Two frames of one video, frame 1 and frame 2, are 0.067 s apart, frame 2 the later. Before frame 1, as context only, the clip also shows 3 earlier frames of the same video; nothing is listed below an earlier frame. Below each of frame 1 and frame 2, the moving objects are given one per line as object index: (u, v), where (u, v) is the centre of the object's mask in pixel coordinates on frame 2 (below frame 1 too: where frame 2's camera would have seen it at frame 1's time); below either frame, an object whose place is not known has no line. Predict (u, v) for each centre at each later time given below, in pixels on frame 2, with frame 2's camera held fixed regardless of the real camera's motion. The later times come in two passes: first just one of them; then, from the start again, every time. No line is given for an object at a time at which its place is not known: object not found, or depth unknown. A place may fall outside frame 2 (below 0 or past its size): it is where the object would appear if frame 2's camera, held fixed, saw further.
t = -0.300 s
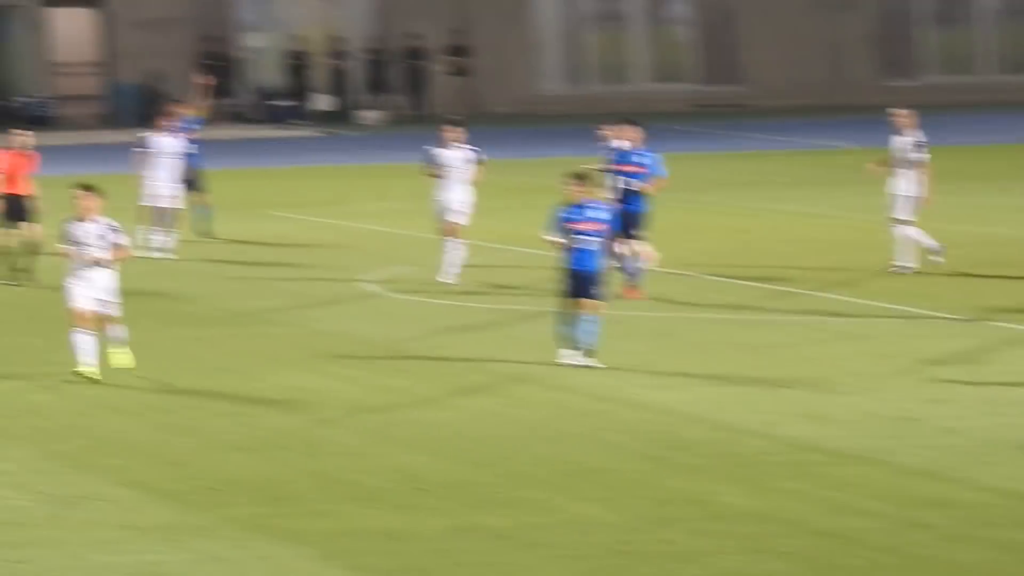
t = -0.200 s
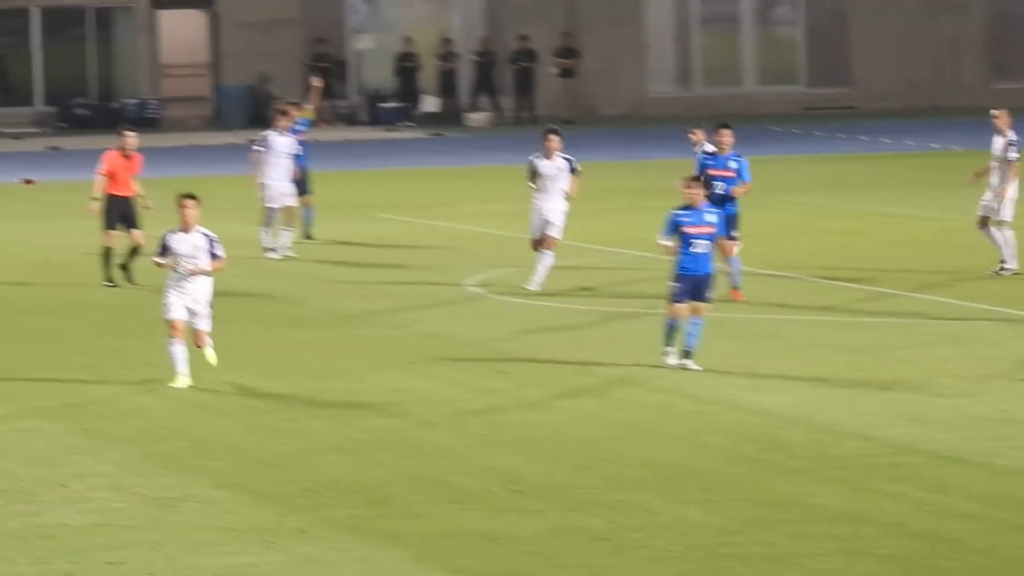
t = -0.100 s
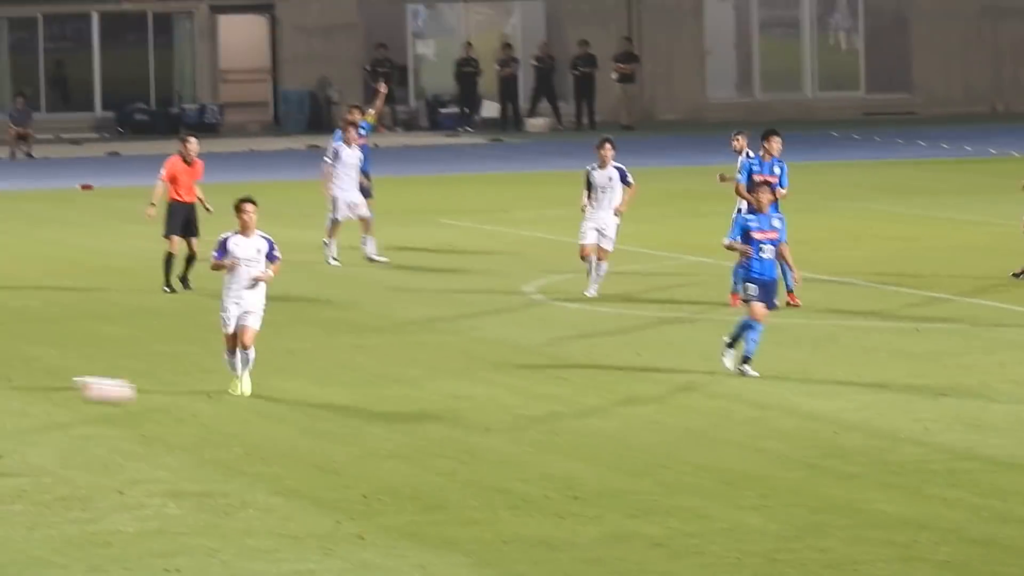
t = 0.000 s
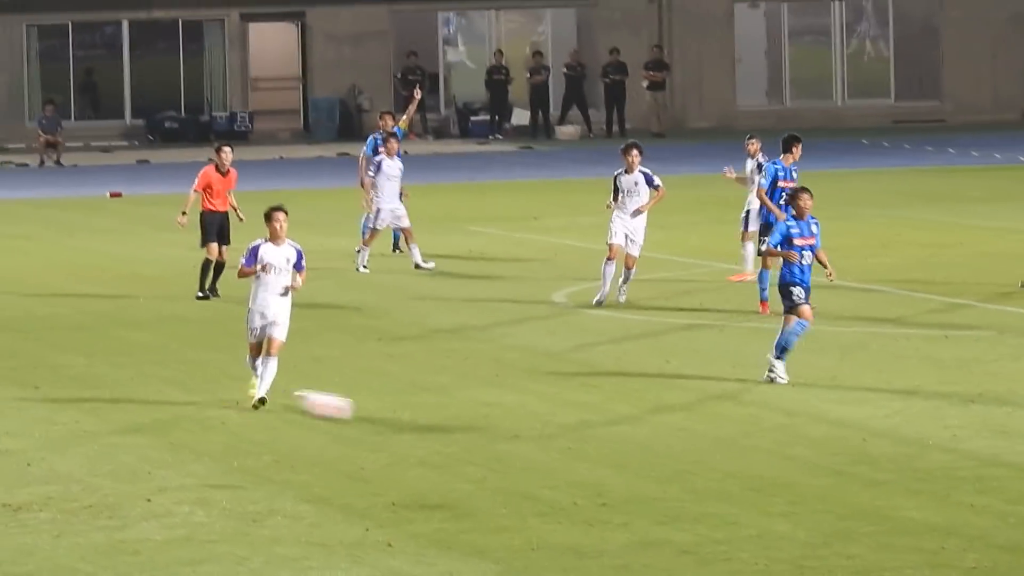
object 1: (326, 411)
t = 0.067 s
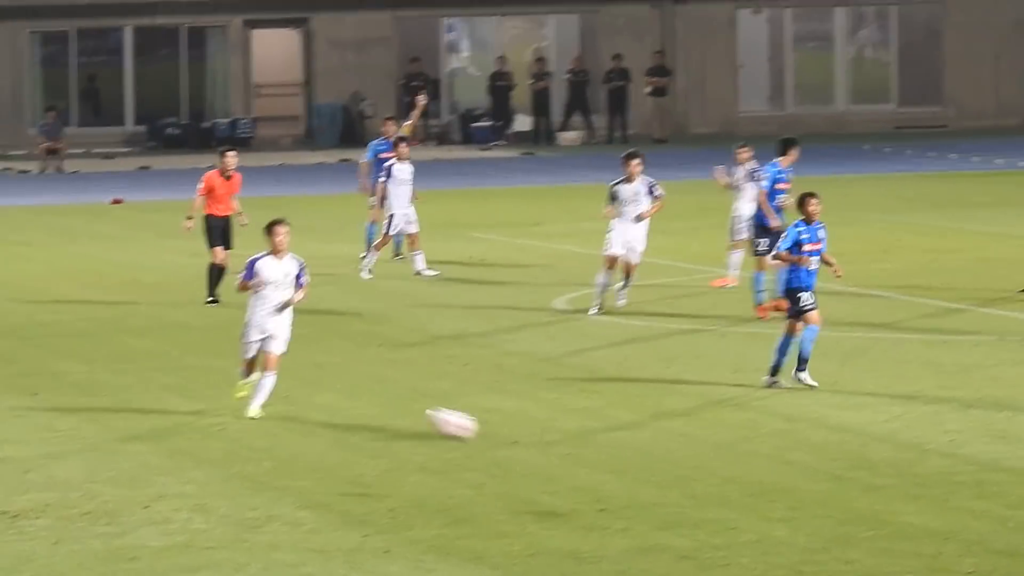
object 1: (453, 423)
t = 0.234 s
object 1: (777, 481)
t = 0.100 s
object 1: (518, 432)
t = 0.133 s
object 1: (582, 442)
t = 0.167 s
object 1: (648, 453)
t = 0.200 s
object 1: (712, 466)
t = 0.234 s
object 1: (777, 481)
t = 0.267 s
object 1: (841, 492)
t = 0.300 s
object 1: (897, 484)
